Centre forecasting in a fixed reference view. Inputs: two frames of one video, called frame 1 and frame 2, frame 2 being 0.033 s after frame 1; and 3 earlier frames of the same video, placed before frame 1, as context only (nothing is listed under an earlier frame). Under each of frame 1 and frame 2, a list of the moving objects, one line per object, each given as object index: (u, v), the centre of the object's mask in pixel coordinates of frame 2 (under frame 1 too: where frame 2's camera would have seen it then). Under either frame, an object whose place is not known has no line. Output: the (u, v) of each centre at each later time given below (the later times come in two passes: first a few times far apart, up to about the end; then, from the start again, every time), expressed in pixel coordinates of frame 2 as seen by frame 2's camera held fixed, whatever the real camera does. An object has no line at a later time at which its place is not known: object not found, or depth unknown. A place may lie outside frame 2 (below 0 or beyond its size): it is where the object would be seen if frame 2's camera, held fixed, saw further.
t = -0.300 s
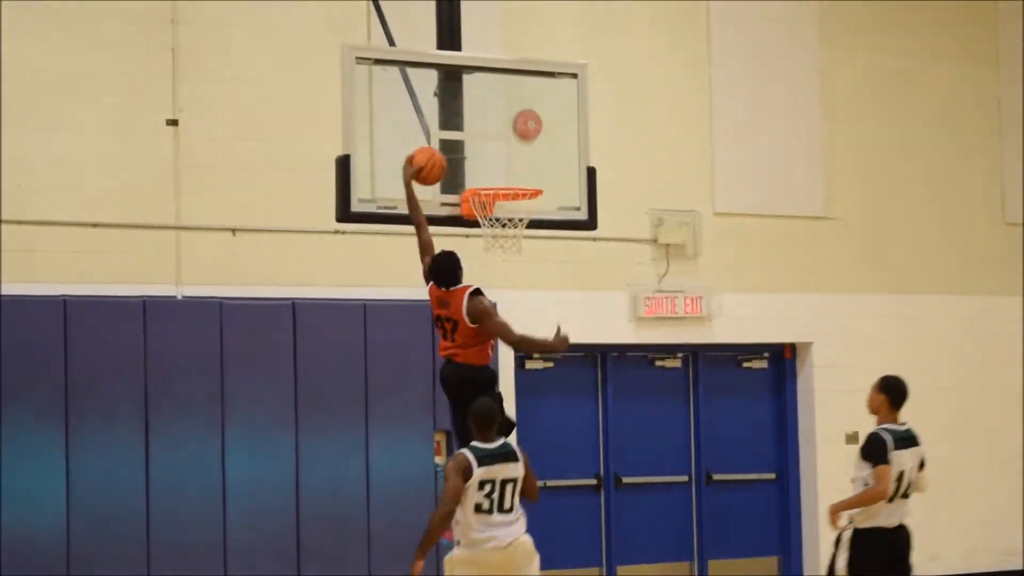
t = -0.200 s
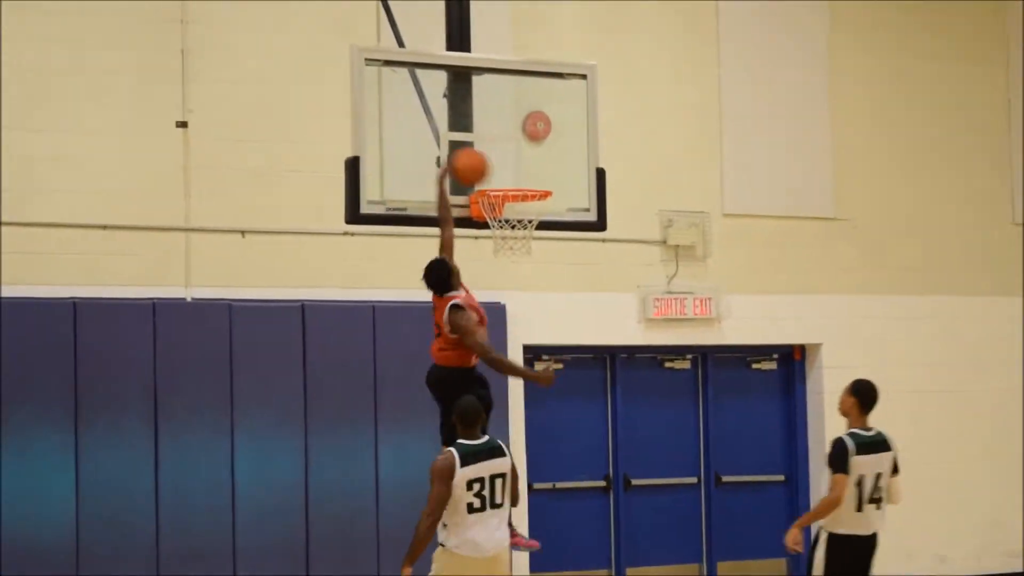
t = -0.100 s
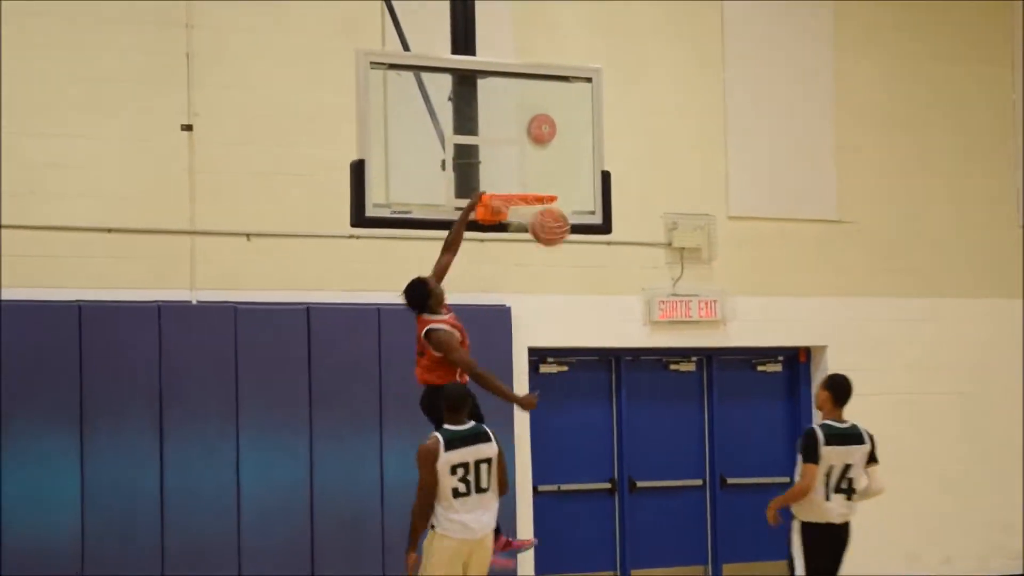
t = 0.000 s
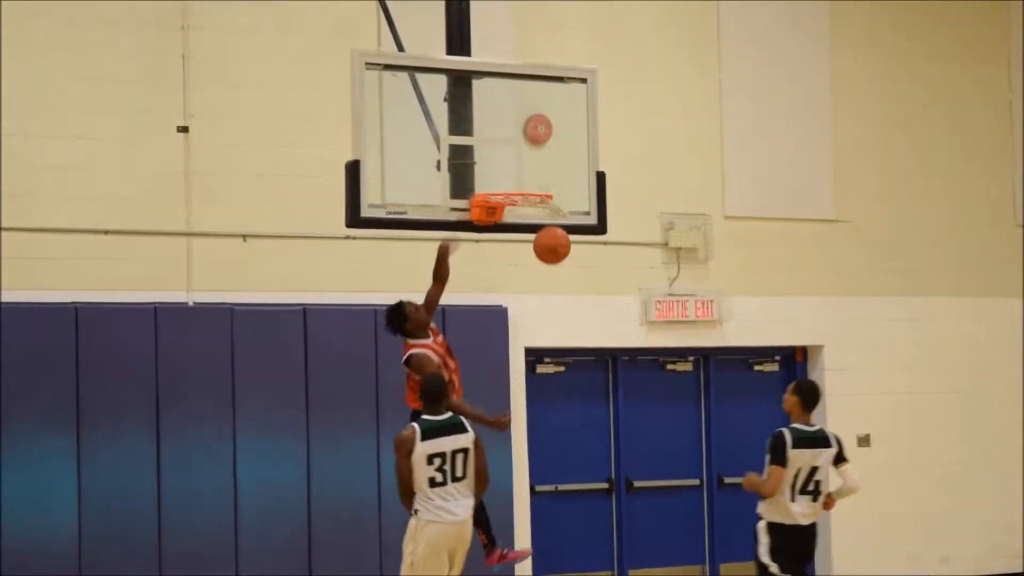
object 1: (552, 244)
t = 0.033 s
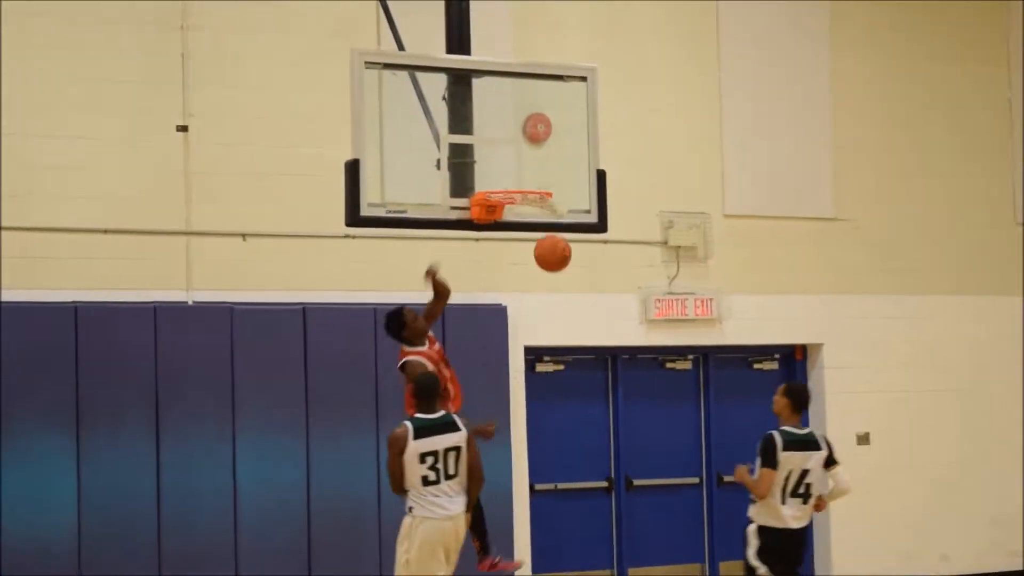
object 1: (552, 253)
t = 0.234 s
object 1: (562, 345)
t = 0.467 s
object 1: (578, 538)
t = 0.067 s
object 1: (554, 264)
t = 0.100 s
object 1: (555, 276)
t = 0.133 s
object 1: (556, 290)
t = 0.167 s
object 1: (558, 306)
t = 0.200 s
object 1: (560, 324)
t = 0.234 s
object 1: (562, 345)
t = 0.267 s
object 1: (564, 367)
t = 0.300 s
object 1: (566, 390)
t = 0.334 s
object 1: (568, 415)
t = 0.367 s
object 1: (570, 442)
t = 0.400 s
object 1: (572, 471)
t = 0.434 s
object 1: (575, 504)
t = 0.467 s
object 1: (578, 538)
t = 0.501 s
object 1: (581, 574)
